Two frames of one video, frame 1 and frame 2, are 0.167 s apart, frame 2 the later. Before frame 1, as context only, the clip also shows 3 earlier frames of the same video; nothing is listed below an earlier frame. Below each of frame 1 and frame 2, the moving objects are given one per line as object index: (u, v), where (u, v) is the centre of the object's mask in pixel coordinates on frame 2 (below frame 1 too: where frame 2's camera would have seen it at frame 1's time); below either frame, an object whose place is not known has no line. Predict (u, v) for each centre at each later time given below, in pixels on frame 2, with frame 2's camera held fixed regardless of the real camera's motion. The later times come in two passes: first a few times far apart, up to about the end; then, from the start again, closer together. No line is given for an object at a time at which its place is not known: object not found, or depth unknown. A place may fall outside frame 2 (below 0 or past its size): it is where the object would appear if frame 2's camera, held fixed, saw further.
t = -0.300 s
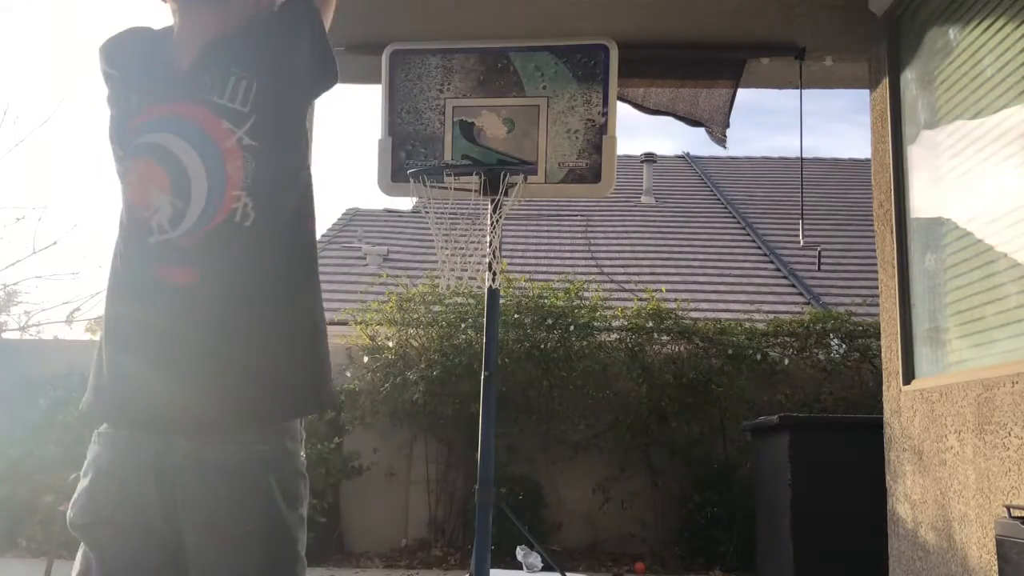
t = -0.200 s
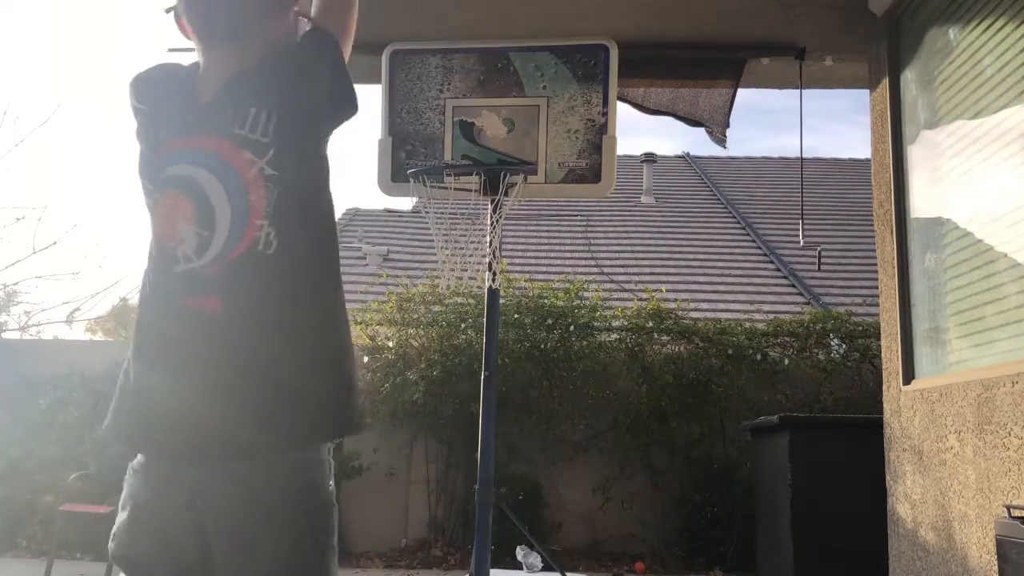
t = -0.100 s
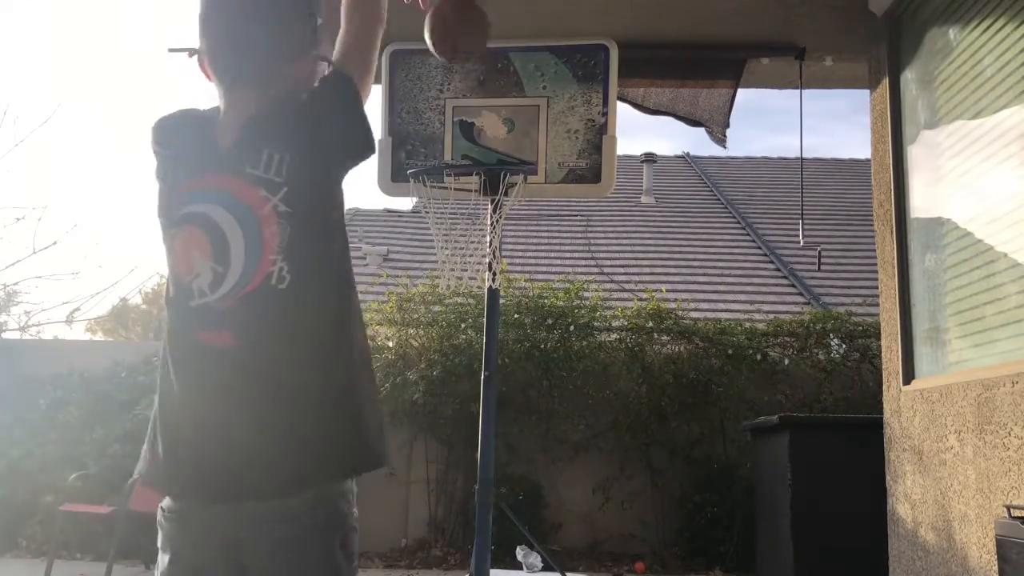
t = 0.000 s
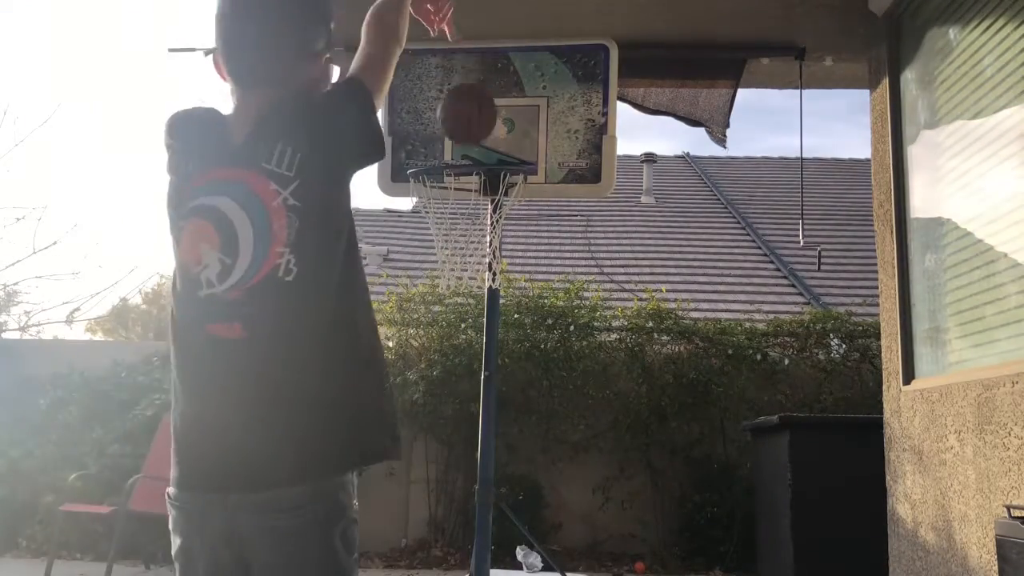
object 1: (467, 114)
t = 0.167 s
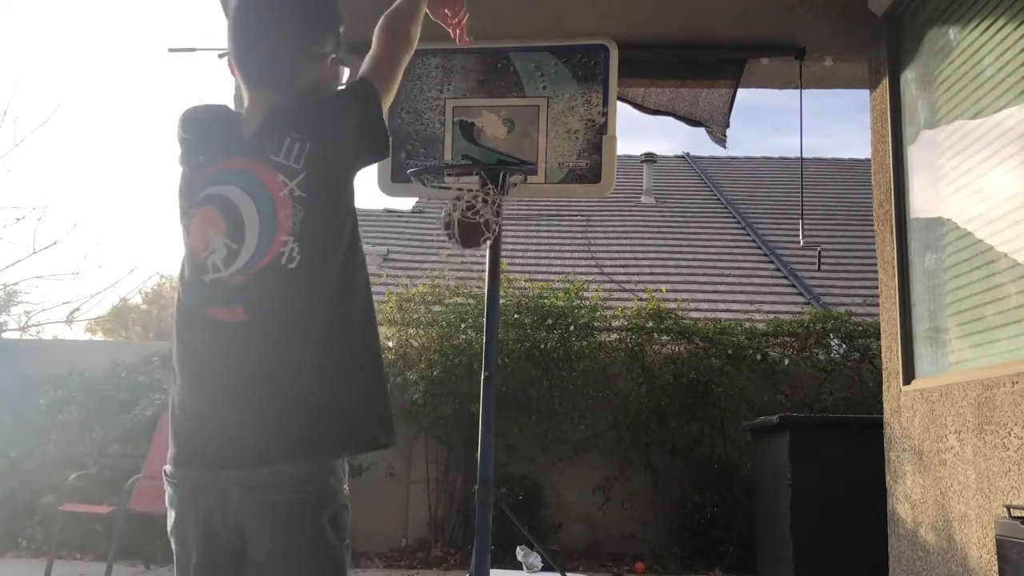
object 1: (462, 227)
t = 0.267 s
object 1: (460, 232)
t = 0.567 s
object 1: (426, 394)
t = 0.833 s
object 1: (391, 553)
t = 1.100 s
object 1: (372, 409)
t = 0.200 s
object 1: (468, 227)
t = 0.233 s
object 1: (464, 228)
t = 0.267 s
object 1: (460, 232)
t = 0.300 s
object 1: (456, 240)
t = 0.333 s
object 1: (454, 249)
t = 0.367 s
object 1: (450, 262)
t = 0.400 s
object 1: (447, 277)
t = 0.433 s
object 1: (443, 295)
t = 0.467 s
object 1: (437, 315)
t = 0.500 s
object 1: (435, 336)
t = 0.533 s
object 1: (432, 365)
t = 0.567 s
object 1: (426, 394)
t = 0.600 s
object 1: (421, 430)
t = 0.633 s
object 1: (416, 466)
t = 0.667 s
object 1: (411, 507)
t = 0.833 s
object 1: (391, 553)
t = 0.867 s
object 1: (387, 531)
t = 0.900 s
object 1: (386, 505)
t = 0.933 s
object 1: (383, 481)
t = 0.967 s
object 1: (382, 461)
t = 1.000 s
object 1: (381, 445)
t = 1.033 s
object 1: (378, 430)
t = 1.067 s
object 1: (375, 418)
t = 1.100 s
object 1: (372, 409)
